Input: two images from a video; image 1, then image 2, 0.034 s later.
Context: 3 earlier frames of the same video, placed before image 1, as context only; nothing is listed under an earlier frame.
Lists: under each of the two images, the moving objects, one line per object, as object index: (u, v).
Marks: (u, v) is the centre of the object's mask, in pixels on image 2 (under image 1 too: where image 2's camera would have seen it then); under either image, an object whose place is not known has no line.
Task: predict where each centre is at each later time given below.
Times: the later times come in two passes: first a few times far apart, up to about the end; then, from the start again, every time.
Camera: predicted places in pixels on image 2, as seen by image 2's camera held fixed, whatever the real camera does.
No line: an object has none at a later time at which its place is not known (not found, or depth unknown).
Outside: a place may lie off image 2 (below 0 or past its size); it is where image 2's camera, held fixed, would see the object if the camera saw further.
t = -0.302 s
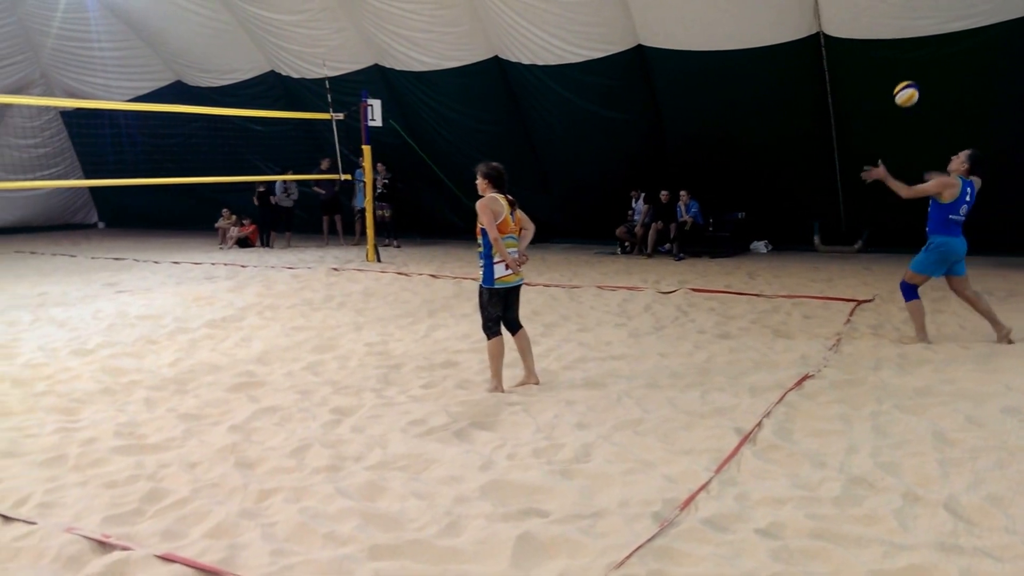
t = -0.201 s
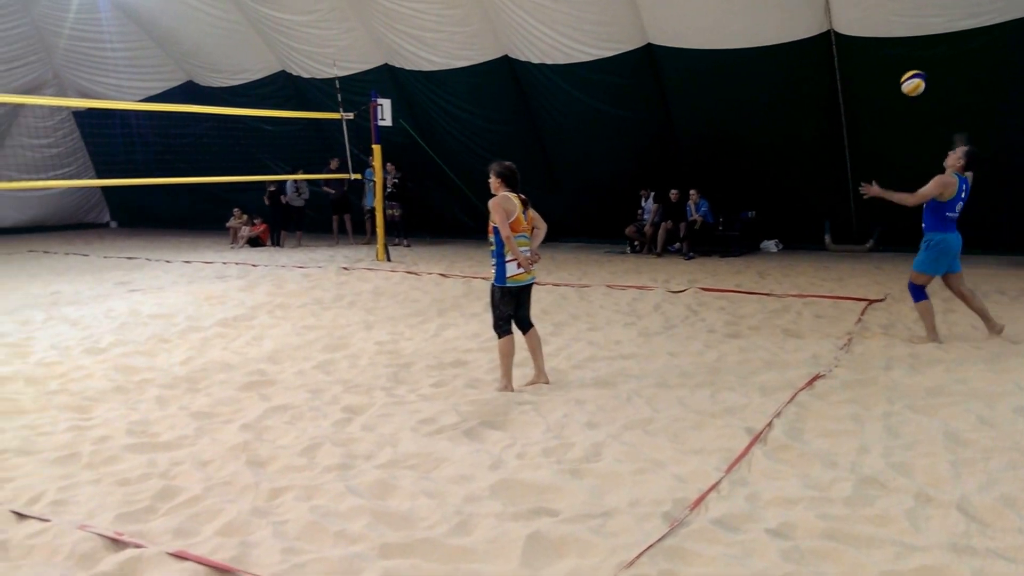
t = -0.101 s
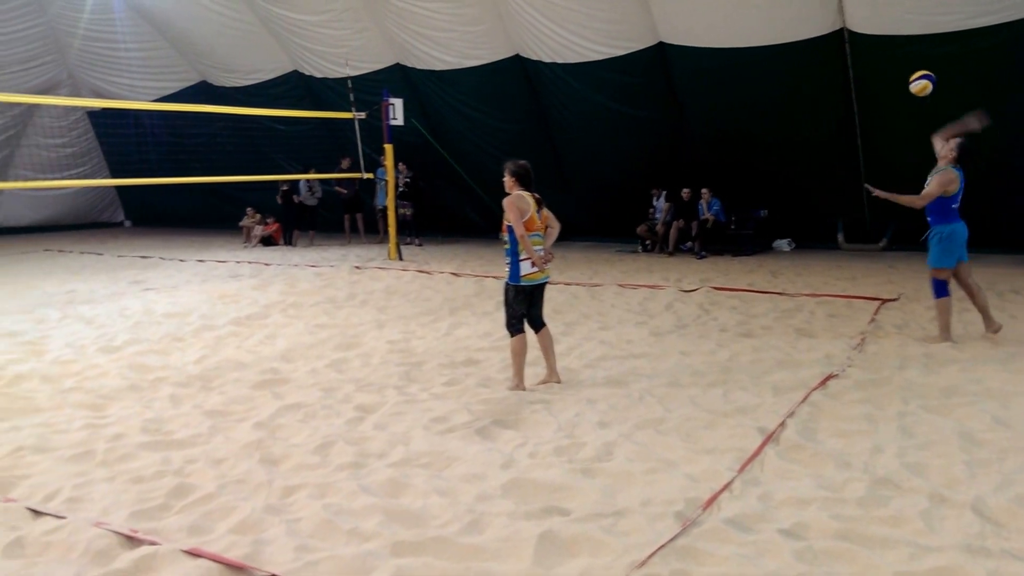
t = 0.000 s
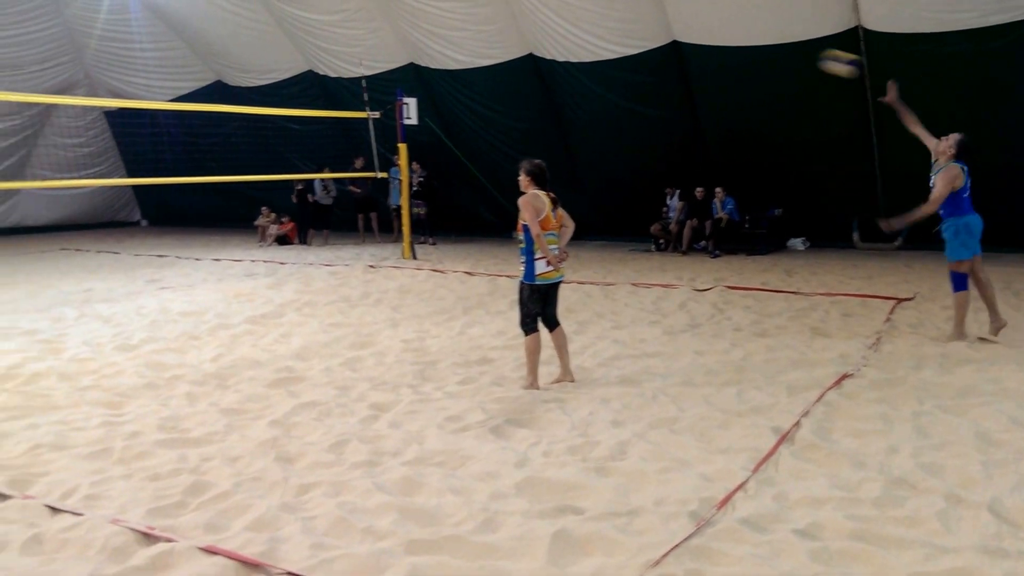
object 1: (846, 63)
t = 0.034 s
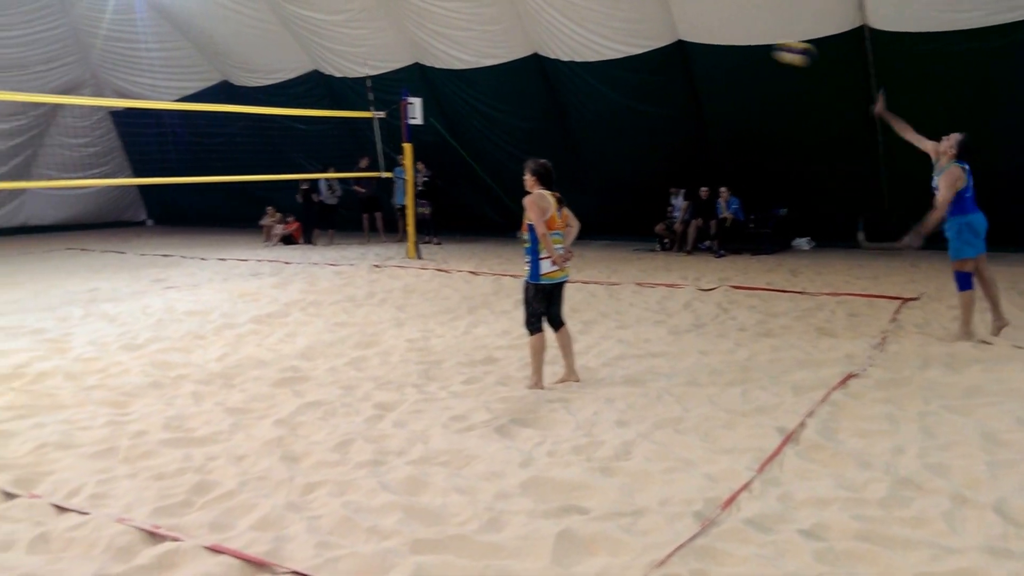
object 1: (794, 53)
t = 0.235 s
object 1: (525, 22)
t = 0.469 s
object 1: (296, 36)
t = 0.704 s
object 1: (122, 82)
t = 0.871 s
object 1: (21, 133)
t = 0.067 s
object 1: (742, 45)
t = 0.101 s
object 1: (694, 37)
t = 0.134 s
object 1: (651, 28)
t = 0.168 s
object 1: (606, 26)
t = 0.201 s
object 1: (565, 22)
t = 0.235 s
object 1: (525, 22)
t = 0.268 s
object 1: (487, 22)
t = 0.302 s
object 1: (452, 22)
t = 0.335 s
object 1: (418, 23)
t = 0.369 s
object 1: (385, 25)
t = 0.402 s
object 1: (354, 29)
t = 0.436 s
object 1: (324, 32)
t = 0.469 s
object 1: (296, 36)
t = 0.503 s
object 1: (269, 40)
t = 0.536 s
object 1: (242, 45)
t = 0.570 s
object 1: (216, 50)
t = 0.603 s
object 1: (192, 57)
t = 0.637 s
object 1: (168, 63)
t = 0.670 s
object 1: (144, 72)
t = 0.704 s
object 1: (122, 82)
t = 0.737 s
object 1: (101, 89)
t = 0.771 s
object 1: (80, 106)
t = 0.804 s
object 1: (58, 111)
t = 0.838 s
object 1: (39, 122)
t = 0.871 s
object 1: (21, 133)
